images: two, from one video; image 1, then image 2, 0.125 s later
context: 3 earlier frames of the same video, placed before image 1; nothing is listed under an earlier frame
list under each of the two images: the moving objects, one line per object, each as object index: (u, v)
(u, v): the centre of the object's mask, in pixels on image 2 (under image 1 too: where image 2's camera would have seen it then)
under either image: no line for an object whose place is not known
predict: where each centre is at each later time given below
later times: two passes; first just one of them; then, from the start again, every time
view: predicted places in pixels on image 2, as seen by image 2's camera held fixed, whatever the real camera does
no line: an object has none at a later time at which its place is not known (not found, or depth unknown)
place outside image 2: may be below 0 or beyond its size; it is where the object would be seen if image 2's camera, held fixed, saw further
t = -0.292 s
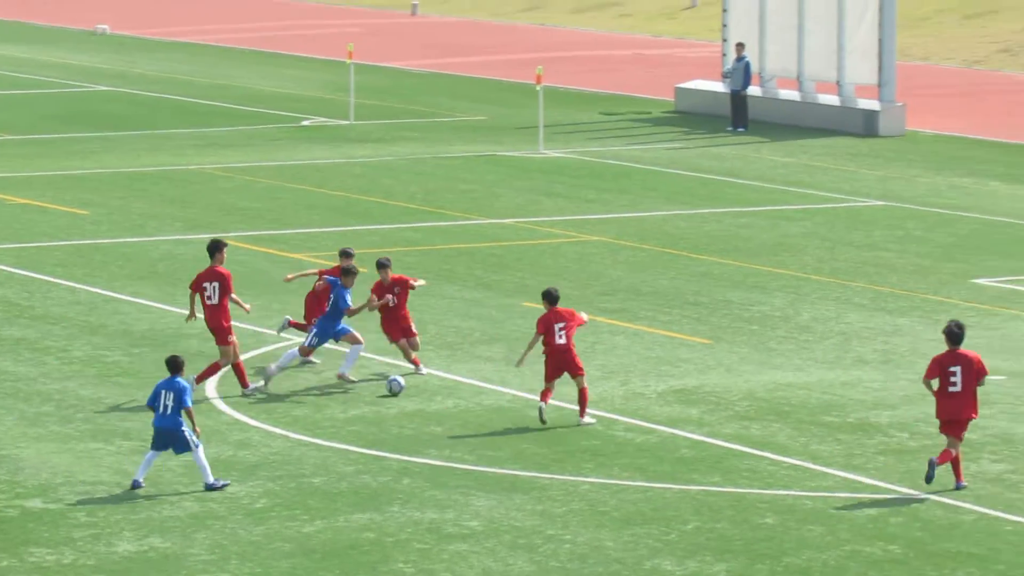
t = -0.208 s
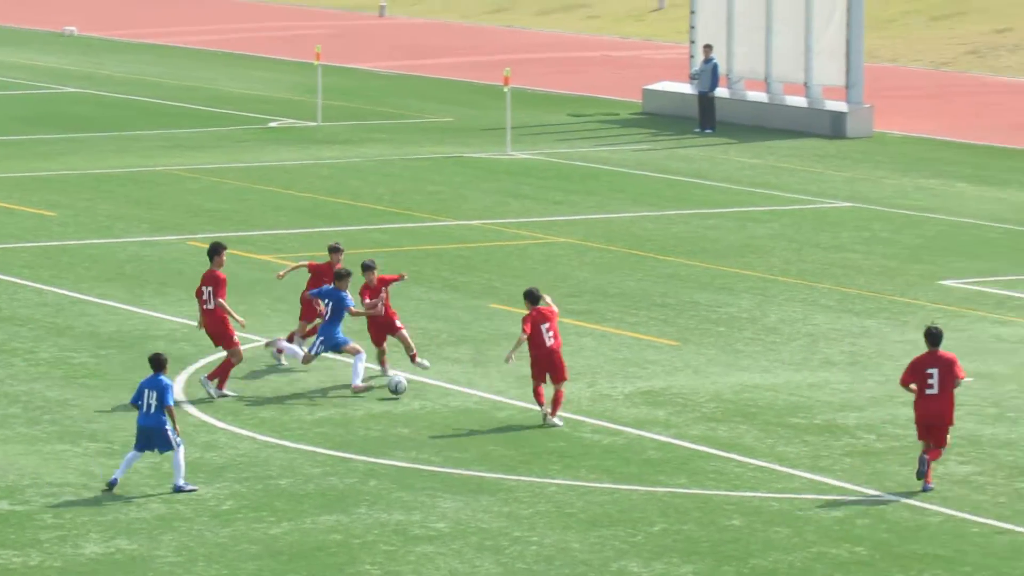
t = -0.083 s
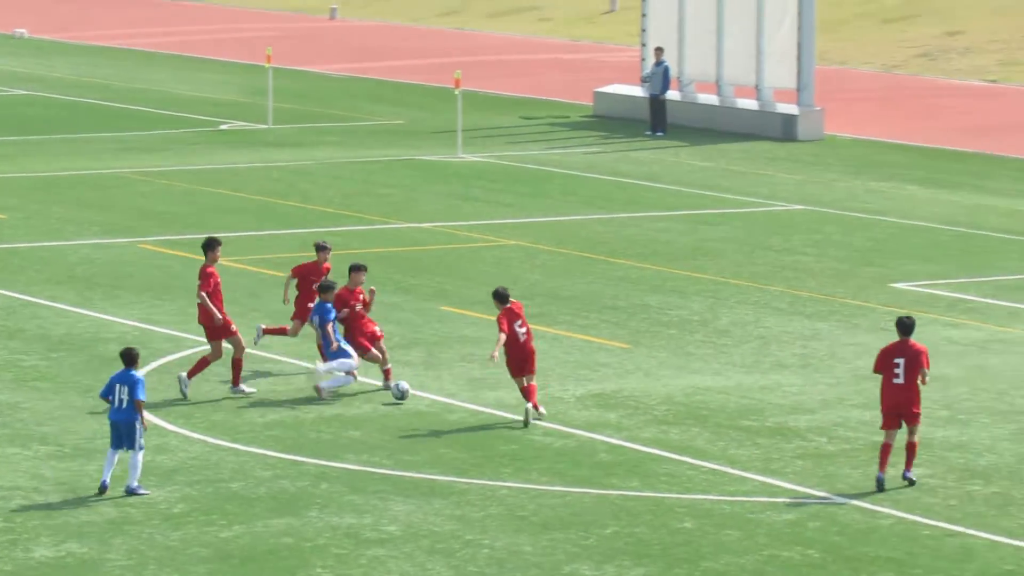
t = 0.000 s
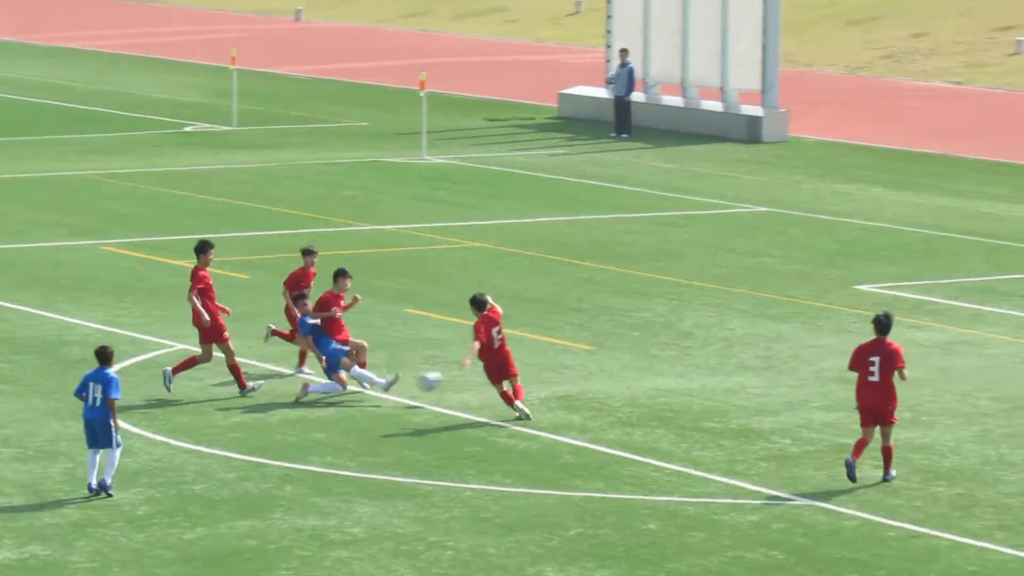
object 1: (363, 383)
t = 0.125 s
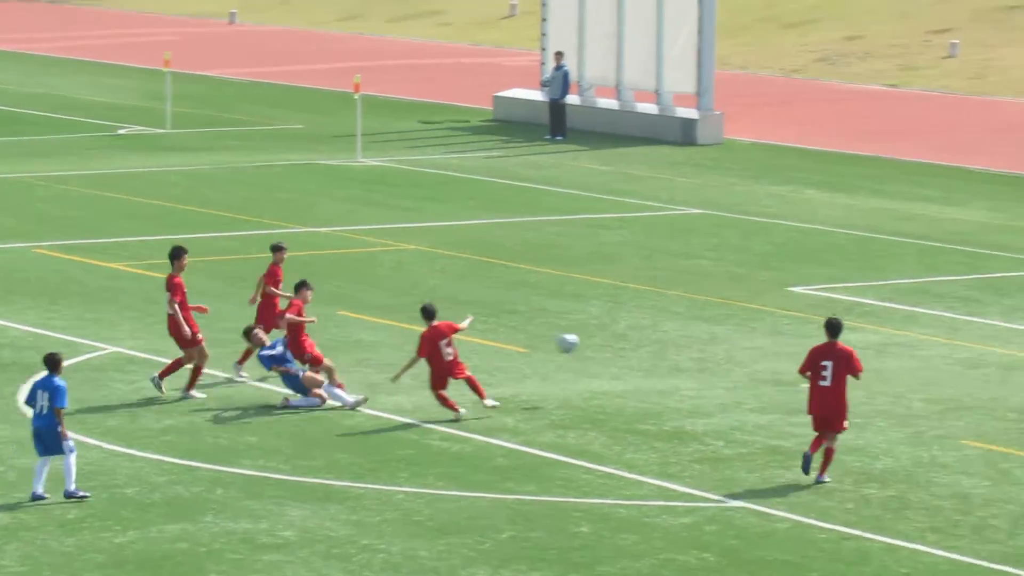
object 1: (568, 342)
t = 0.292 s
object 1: (829, 321)
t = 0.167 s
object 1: (633, 333)
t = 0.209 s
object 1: (700, 327)
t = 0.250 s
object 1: (766, 323)
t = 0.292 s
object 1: (829, 321)
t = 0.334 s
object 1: (895, 321)
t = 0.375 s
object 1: (958, 324)
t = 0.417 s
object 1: (1021, 327)
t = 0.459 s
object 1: (1083, 333)
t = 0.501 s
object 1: (1139, 343)
